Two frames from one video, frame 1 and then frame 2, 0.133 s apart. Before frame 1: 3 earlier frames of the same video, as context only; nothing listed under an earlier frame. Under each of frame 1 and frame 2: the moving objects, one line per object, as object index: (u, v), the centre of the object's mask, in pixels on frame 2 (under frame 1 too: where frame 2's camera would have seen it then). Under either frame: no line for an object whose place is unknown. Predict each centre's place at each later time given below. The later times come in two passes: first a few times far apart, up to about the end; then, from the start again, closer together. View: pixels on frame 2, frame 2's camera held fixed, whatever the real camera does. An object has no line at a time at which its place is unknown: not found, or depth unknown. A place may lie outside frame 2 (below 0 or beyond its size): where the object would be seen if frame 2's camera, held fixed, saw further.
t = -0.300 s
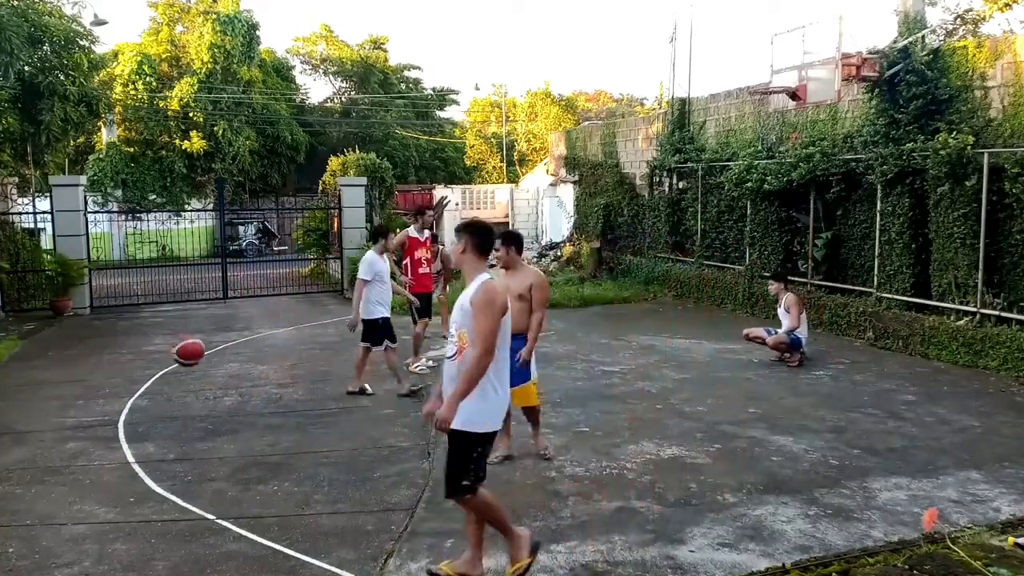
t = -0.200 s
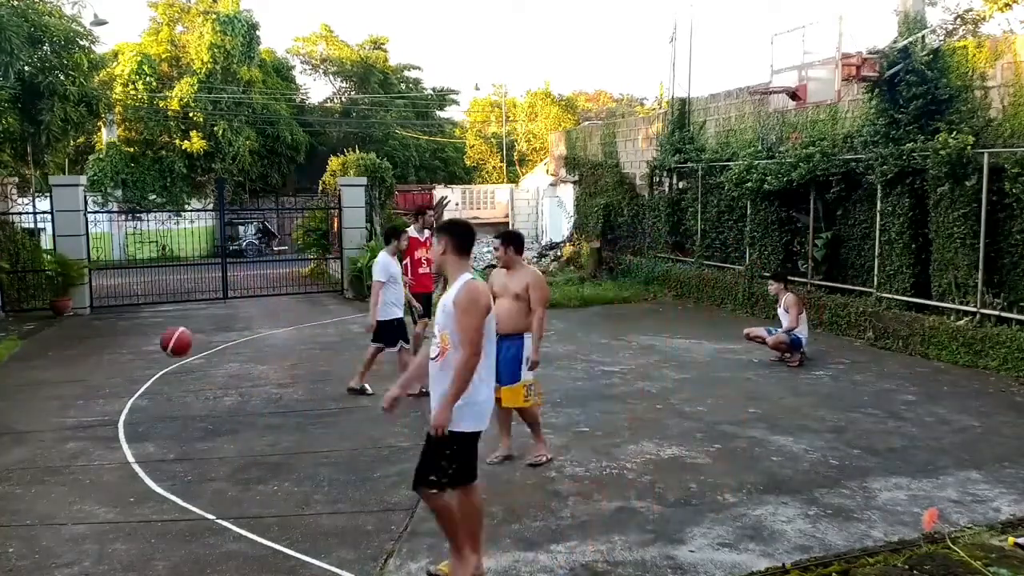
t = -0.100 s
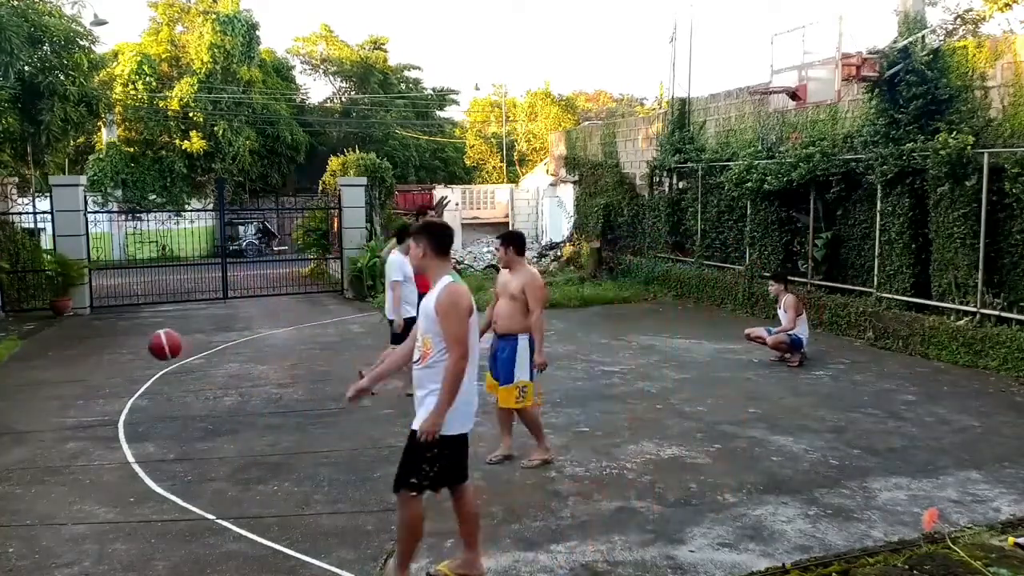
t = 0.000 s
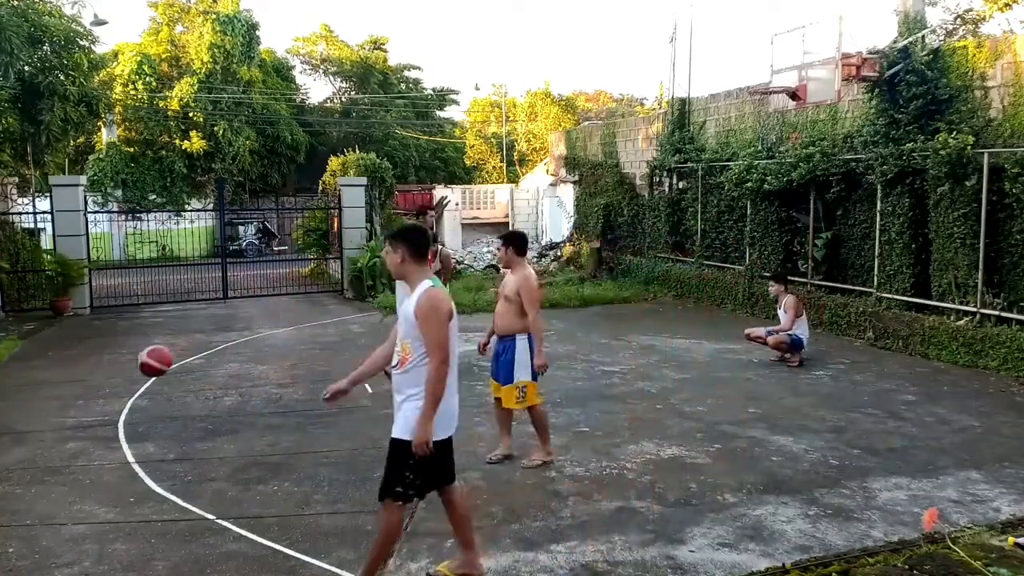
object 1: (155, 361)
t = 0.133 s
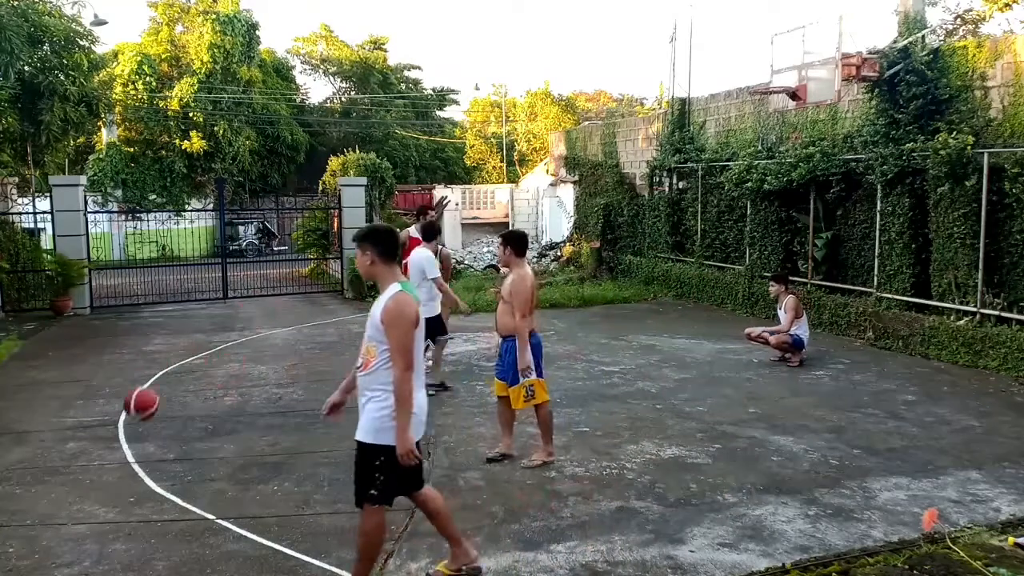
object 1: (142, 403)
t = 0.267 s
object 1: (125, 414)
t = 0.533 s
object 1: (91, 380)
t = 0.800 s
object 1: (64, 431)
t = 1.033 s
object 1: (38, 412)
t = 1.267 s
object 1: (16, 424)
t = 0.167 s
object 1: (138, 418)
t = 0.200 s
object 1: (135, 434)
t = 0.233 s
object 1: (130, 424)
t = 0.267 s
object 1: (125, 414)
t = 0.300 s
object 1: (121, 405)
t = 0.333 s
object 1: (117, 397)
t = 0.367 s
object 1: (113, 390)
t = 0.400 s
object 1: (109, 386)
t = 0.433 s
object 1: (104, 382)
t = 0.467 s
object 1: (100, 380)
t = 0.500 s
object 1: (95, 379)
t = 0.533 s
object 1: (91, 380)
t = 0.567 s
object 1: (87, 382)
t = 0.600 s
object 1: (83, 387)
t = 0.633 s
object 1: (79, 392)
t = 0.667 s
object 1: (75, 399)
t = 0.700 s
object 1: (71, 408)
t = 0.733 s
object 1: (67, 418)
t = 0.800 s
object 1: (64, 431)
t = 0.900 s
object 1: (53, 440)
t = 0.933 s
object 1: (49, 431)
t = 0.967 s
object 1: (45, 423)
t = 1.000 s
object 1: (42, 416)
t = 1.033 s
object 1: (38, 412)
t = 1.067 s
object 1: (34, 409)
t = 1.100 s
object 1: (31, 408)
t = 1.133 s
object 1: (27, 407)
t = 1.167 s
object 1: (24, 409)
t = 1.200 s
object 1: (20, 413)
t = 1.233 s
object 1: (18, 417)
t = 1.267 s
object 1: (16, 424)
